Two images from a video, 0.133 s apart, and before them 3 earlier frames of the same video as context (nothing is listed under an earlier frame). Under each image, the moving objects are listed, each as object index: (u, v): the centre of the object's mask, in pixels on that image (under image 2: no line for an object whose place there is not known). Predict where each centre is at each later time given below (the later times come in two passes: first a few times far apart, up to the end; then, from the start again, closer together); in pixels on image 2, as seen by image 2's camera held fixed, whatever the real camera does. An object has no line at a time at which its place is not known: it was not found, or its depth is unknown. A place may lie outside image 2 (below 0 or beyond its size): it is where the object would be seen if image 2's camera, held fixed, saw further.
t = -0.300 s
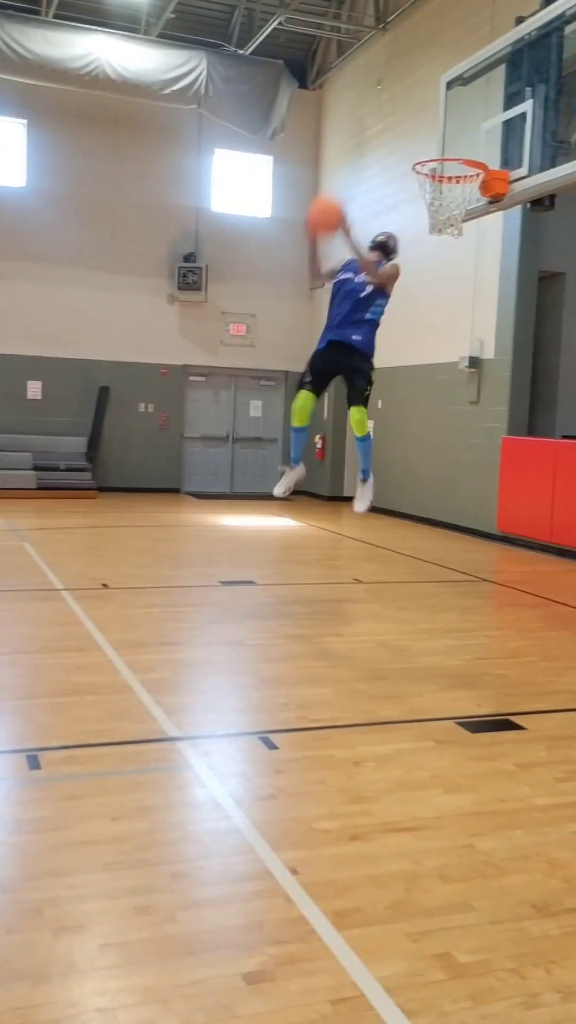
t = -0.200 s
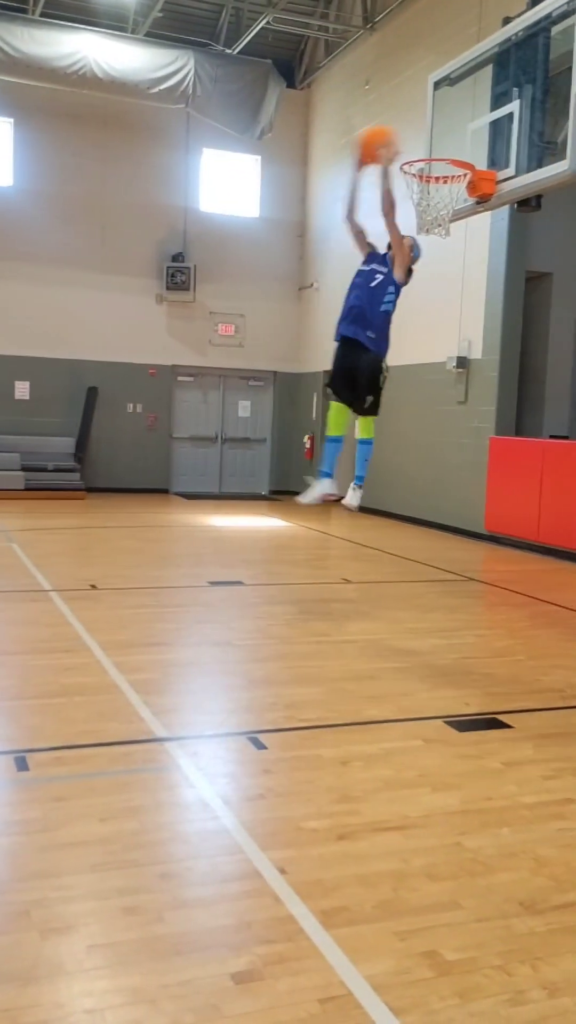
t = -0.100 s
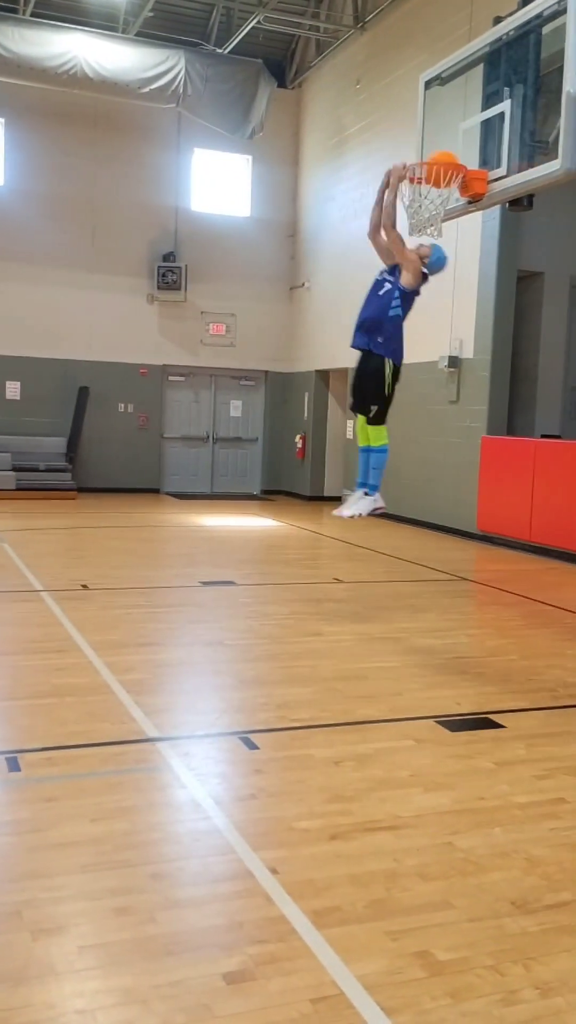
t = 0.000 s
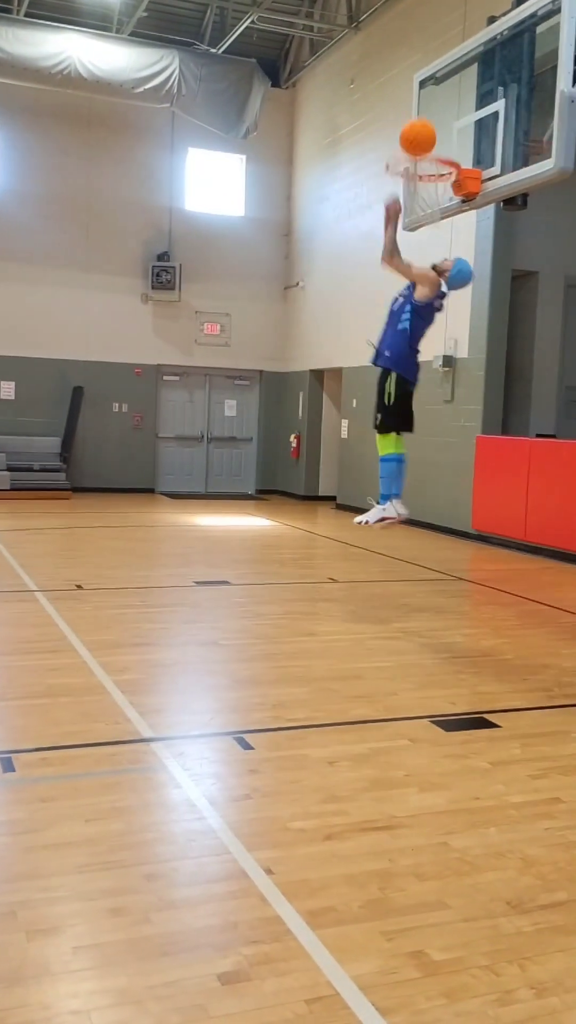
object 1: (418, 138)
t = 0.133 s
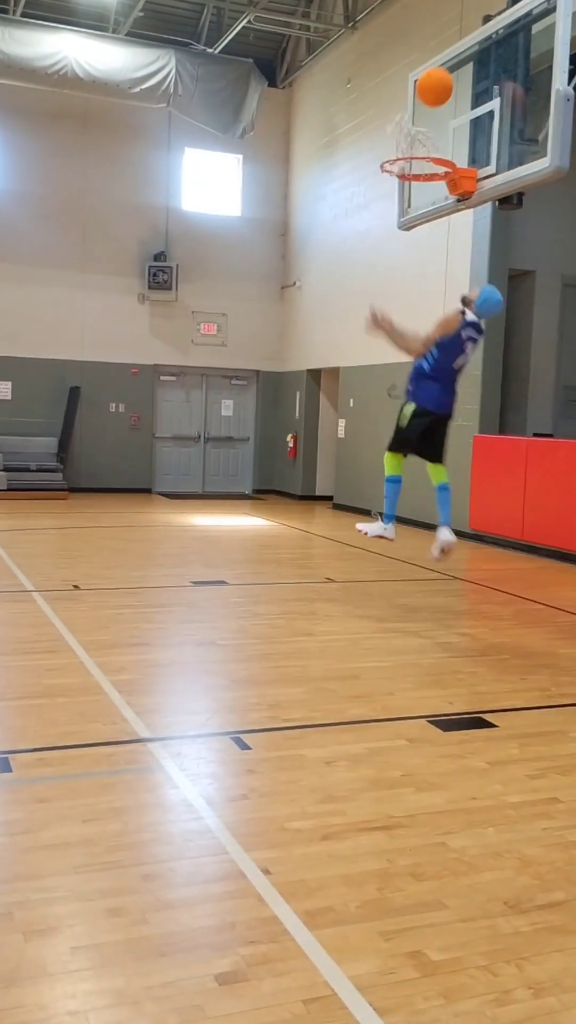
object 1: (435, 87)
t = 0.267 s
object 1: (449, 65)
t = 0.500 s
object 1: (408, 100)
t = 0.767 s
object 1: (375, 110)
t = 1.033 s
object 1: (352, 114)
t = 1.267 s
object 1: (328, 212)
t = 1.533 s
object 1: (296, 427)
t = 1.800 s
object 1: (267, 549)
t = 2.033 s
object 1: (254, 393)
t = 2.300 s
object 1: (235, 319)
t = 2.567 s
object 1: (209, 370)
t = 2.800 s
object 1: (186, 511)
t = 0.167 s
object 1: (439, 79)
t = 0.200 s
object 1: (443, 72)
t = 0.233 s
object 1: (448, 68)
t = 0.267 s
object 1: (449, 65)
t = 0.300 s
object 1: (443, 65)
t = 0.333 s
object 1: (437, 67)
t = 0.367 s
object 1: (432, 70)
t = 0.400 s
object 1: (426, 75)
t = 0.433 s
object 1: (420, 82)
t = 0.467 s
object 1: (414, 91)
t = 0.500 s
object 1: (408, 100)
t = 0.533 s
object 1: (401, 113)
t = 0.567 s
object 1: (396, 126)
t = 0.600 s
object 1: (389, 142)
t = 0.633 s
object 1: (384, 147)
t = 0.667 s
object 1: (382, 136)
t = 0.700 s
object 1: (380, 125)
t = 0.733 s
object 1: (378, 116)
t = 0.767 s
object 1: (375, 110)
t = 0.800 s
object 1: (373, 104)
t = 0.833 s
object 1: (370, 100)
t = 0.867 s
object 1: (367, 98)
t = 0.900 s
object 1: (364, 98)
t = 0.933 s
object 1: (361, 99)
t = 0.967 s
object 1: (359, 102)
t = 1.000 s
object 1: (356, 107)
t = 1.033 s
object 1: (352, 114)
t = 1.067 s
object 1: (349, 122)
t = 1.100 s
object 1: (346, 132)
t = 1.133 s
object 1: (343, 145)
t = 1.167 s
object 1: (339, 159)
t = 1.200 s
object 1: (335, 174)
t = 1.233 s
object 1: (332, 192)
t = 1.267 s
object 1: (328, 212)
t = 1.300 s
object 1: (324, 233)
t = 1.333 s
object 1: (321, 255)
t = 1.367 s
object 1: (317, 279)
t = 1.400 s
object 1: (313, 306)
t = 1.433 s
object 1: (309, 333)
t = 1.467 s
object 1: (304, 365)
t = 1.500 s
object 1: (300, 395)
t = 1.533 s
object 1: (296, 427)
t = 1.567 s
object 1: (291, 461)
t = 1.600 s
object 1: (286, 495)
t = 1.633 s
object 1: (282, 534)
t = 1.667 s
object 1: (277, 573)
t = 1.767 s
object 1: (269, 576)
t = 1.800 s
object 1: (267, 549)
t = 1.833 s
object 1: (266, 520)
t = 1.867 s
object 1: (264, 494)
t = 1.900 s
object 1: (262, 472)
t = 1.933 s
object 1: (260, 450)
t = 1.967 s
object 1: (258, 429)
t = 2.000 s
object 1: (256, 410)
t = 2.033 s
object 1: (254, 393)
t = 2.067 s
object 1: (252, 378)
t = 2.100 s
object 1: (250, 365)
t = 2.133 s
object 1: (247, 352)
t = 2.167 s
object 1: (245, 341)
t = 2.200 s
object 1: (243, 333)
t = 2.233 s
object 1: (240, 326)
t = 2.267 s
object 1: (238, 322)
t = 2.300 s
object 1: (235, 319)
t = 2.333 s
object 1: (232, 318)
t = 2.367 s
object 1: (230, 318)
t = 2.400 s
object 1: (227, 321)
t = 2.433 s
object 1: (222, 328)
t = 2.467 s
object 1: (219, 336)
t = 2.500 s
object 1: (216, 345)
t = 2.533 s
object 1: (213, 357)
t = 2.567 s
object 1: (209, 370)
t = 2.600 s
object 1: (206, 384)
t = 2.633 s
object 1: (204, 400)
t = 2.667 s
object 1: (200, 419)
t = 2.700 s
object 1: (197, 440)
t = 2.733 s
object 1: (193, 462)
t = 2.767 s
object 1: (190, 486)
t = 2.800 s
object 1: (186, 511)
